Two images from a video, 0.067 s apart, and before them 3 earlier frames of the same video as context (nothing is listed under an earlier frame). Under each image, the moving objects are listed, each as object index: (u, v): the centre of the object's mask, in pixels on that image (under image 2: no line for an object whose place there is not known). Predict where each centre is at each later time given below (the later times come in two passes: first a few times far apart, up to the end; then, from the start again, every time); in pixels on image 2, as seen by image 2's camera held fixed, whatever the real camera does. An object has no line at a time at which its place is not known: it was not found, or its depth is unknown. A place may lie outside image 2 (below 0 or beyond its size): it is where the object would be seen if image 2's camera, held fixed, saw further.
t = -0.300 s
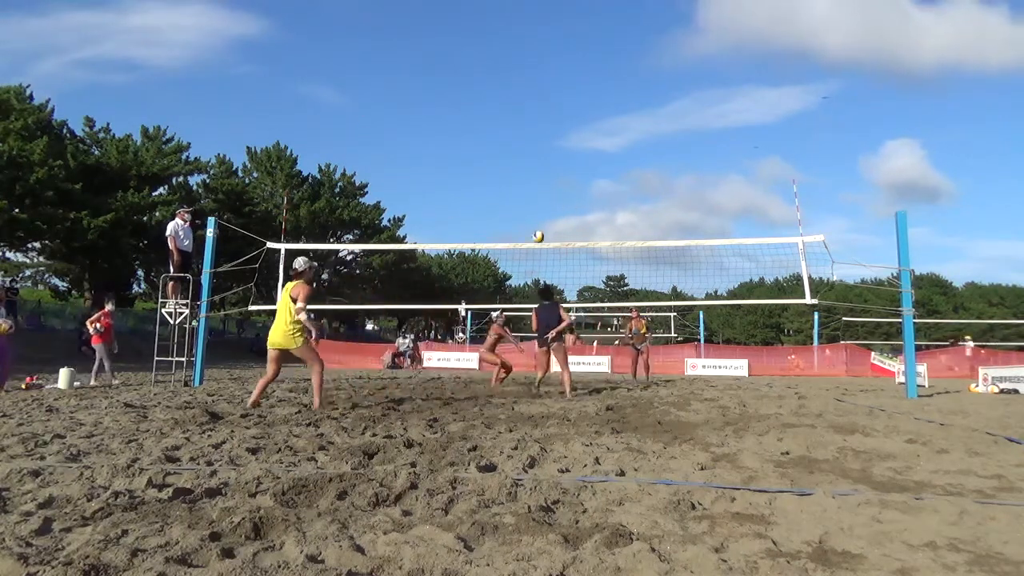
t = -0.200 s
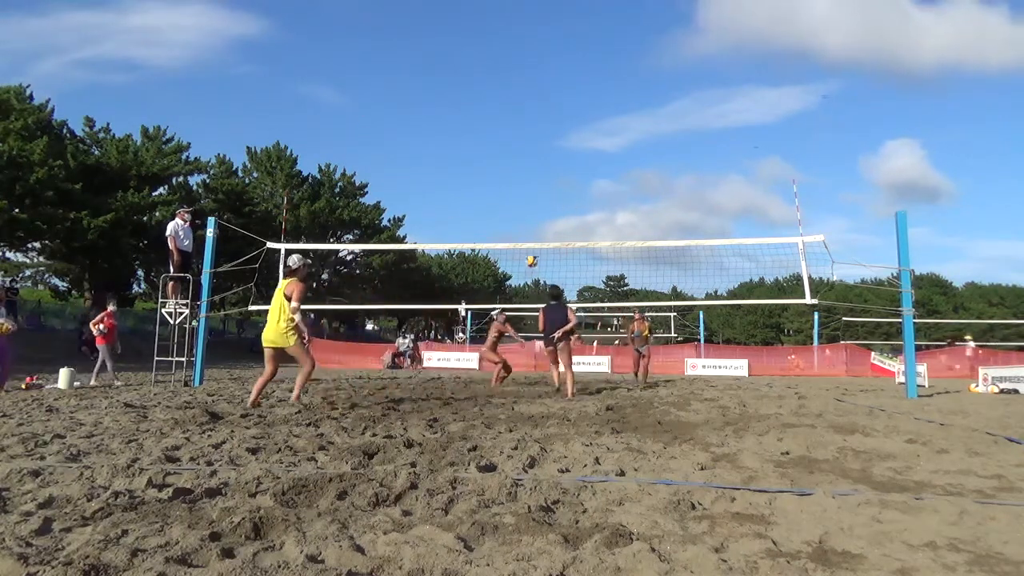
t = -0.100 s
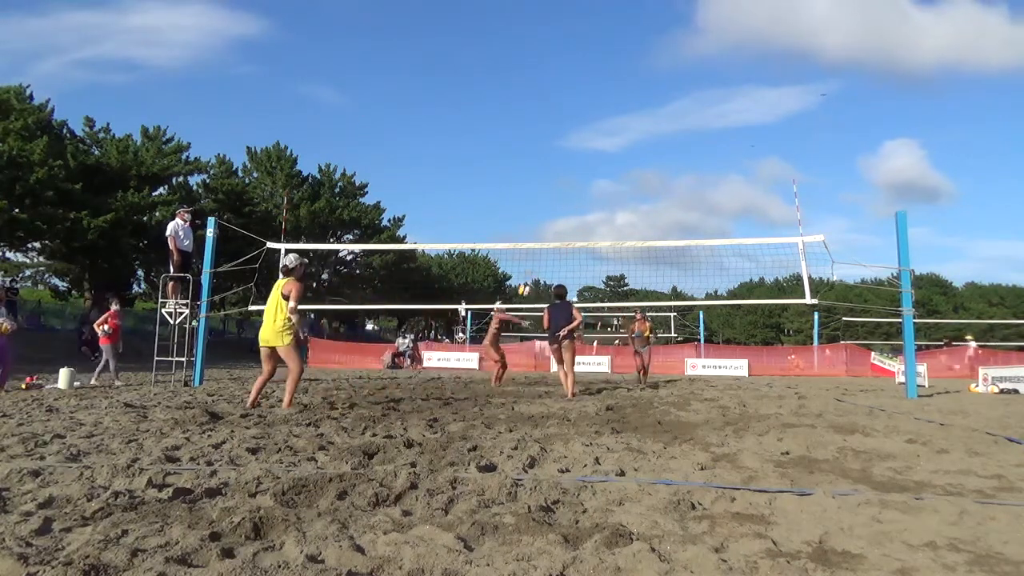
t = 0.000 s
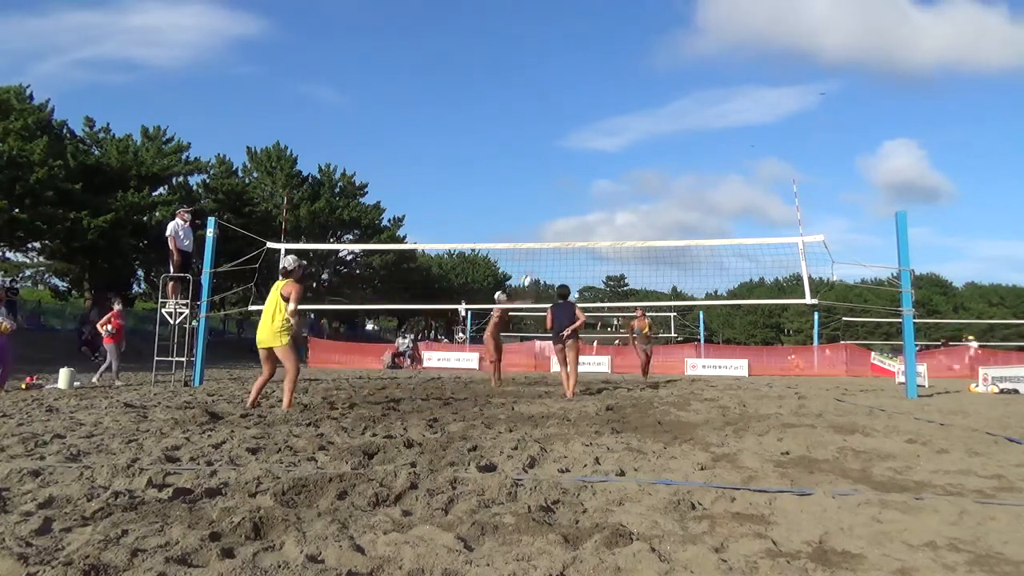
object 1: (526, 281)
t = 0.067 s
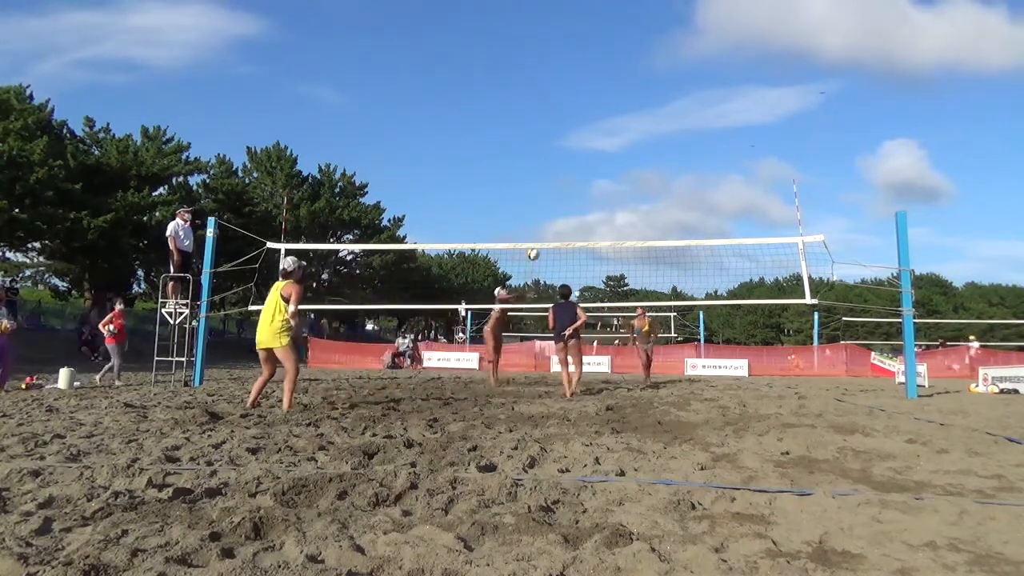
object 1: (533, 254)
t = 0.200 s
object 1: (545, 207)
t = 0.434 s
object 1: (562, 152)
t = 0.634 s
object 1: (577, 131)
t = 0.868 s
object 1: (594, 136)
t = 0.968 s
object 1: (600, 149)
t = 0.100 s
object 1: (536, 240)
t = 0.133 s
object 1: (539, 230)
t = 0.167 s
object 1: (542, 218)
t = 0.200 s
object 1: (545, 207)
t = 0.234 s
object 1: (548, 197)
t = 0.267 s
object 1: (550, 188)
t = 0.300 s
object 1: (553, 179)
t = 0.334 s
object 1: (555, 172)
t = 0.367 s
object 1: (557, 165)
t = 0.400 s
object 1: (560, 158)
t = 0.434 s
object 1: (562, 152)
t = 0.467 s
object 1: (565, 147)
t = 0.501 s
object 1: (567, 143)
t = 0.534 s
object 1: (570, 139)
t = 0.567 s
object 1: (572, 136)
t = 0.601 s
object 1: (574, 134)
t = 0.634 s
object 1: (577, 131)
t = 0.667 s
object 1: (579, 130)
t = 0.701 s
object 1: (582, 130)
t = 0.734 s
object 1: (584, 130)
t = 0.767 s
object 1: (586, 130)
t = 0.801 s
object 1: (588, 132)
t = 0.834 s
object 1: (591, 134)
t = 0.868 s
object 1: (594, 136)
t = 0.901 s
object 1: (595, 140)
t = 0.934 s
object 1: (598, 144)
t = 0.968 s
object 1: (600, 149)
